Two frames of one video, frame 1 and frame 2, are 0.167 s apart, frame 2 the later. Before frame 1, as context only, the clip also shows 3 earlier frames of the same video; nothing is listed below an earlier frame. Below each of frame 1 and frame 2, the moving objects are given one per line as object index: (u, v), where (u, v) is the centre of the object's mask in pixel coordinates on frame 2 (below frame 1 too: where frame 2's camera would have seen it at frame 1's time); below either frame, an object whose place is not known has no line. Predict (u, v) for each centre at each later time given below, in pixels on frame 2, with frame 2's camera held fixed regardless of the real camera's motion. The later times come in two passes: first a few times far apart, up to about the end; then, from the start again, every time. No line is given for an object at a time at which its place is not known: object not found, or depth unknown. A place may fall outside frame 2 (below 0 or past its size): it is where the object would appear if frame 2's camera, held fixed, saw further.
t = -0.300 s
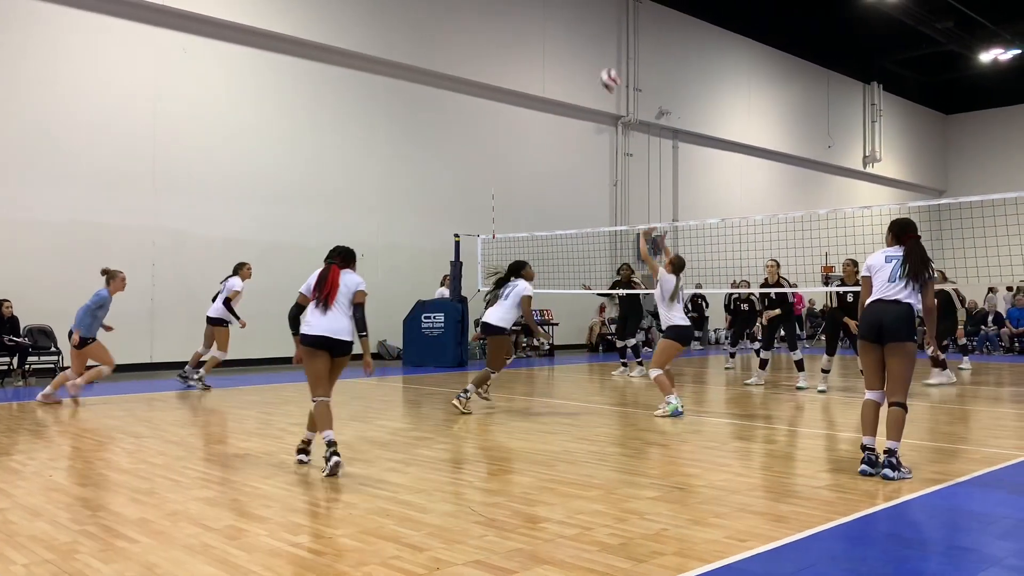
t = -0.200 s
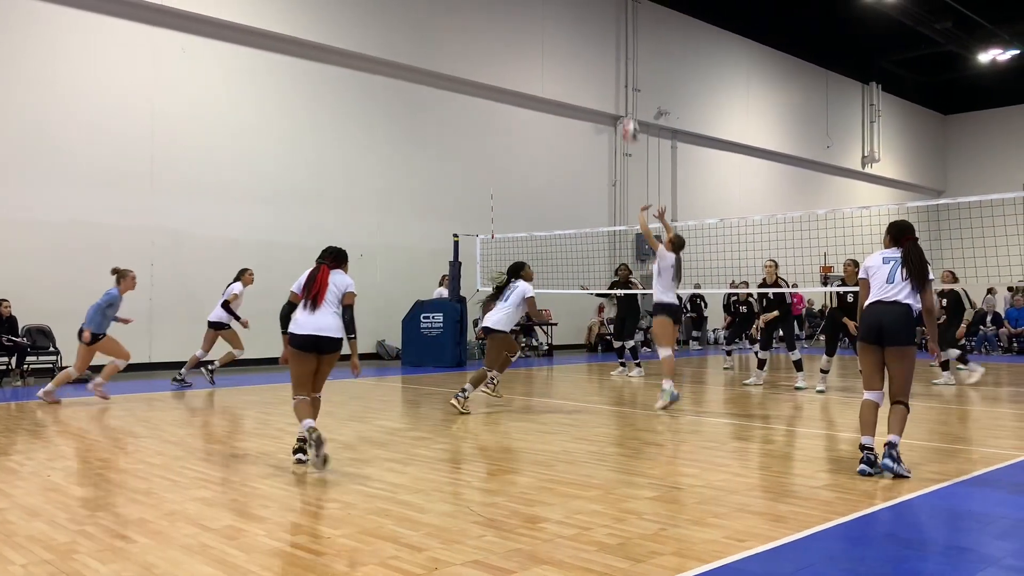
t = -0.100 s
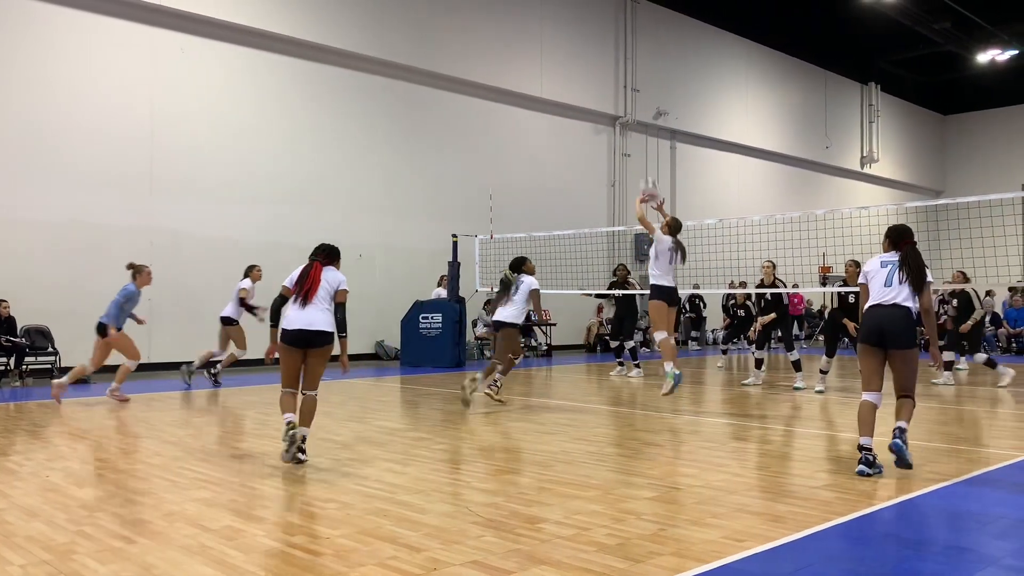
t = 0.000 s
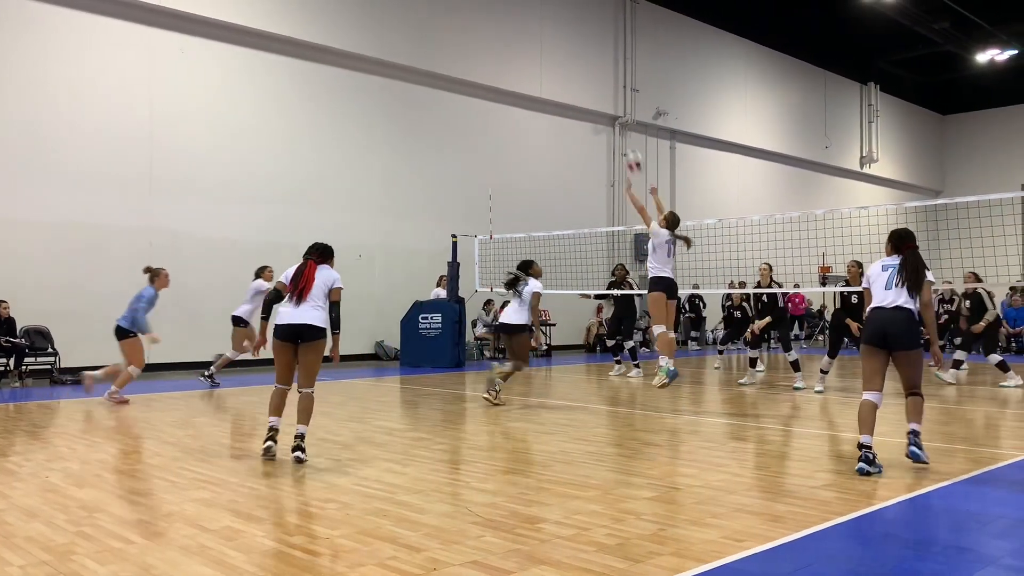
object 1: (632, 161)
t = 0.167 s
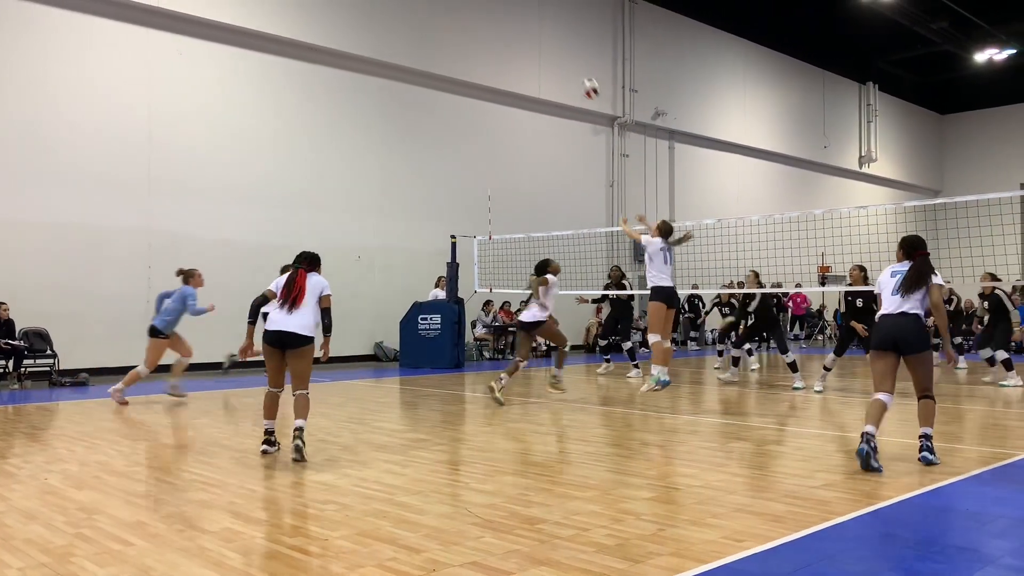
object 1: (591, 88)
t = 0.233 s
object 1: (575, 69)
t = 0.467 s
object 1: (527, 36)
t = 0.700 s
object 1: (488, 47)
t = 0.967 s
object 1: (449, 102)
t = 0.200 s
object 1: (583, 78)
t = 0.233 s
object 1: (575, 69)
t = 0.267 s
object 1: (568, 62)
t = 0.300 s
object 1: (560, 55)
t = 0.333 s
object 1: (553, 49)
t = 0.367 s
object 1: (547, 44)
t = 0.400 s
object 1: (540, 41)
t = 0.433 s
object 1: (533, 38)
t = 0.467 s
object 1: (527, 36)
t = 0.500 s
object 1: (521, 35)
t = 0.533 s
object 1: (516, 34)
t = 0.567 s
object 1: (509, 36)
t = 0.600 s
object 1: (504, 37)
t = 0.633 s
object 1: (498, 40)
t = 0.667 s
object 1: (493, 43)
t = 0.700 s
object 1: (488, 47)
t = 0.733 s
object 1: (482, 51)
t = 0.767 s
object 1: (477, 57)
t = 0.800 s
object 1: (472, 63)
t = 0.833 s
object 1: (467, 69)
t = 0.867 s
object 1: (463, 76)
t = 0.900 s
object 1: (457, 84)
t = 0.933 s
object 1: (454, 93)
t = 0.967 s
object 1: (449, 102)
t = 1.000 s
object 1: (445, 112)
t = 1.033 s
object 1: (441, 122)
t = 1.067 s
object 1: (437, 133)
